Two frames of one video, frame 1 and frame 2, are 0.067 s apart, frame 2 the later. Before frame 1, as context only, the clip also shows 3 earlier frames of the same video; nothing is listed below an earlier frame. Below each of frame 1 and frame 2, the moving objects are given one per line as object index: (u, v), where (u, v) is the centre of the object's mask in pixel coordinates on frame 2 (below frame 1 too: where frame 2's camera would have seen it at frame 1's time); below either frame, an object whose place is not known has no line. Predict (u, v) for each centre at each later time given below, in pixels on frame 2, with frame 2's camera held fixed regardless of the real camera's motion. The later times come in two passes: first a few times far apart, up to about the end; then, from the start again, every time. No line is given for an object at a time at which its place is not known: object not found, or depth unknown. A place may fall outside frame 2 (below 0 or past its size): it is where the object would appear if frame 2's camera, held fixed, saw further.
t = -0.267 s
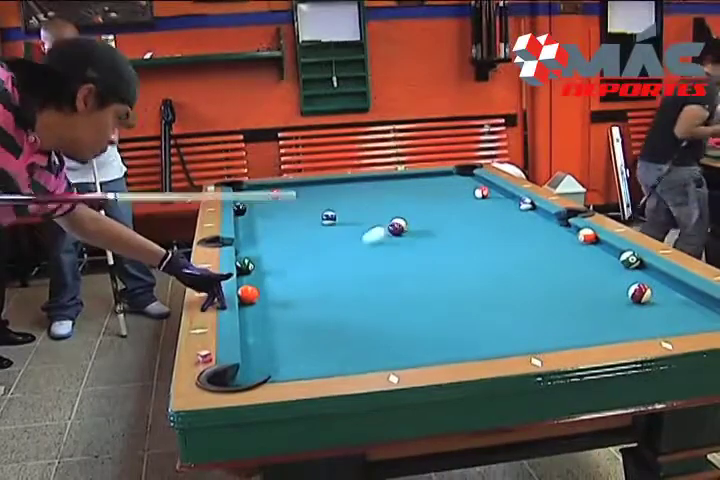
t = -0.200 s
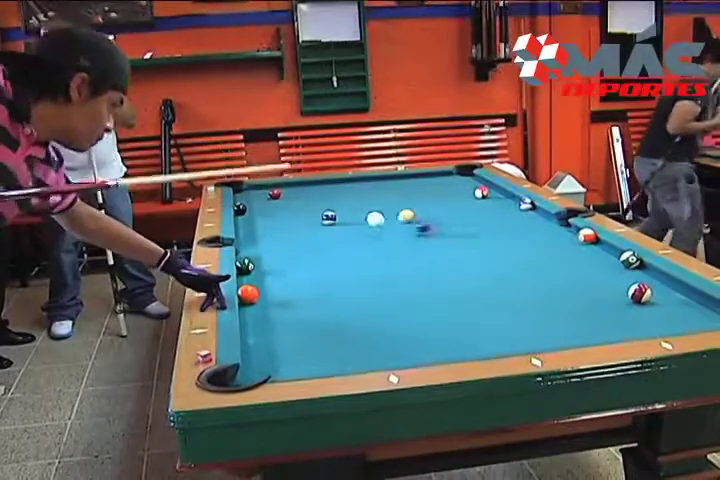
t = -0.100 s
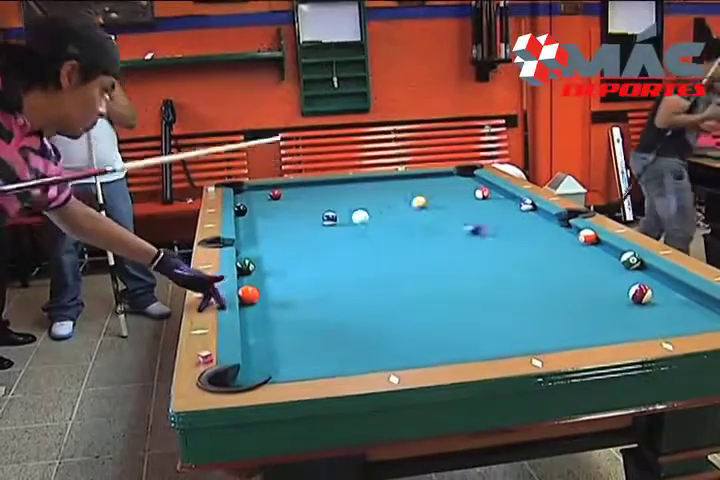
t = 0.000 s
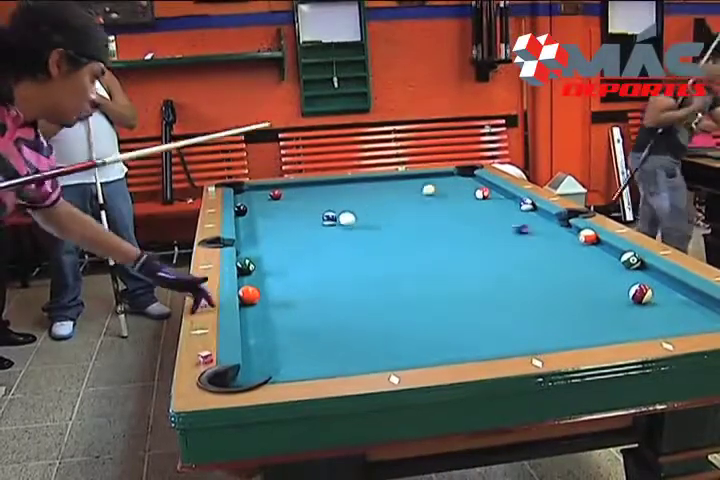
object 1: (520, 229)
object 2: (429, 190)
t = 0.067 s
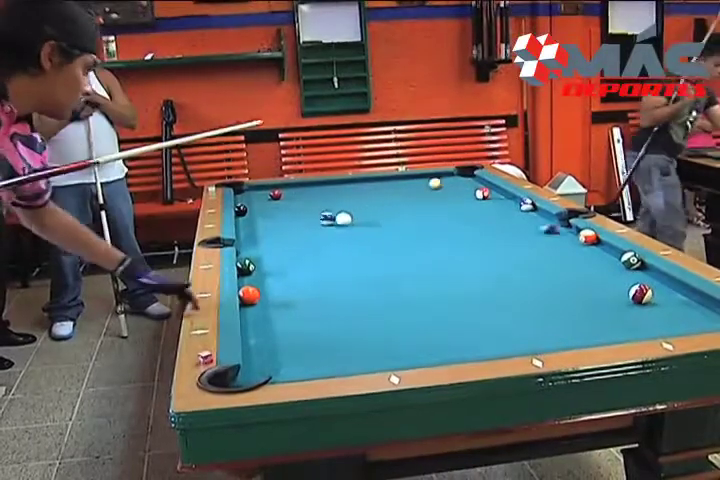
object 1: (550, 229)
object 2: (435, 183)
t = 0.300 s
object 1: (541, 233)
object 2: (461, 176)
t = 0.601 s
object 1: (501, 243)
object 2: (476, 183)
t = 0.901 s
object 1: (460, 253)
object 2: (467, 193)
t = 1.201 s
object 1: (418, 263)
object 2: (446, 198)
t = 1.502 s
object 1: (374, 273)
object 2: (425, 204)
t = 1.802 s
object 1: (330, 284)
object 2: (404, 209)
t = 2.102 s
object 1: (285, 294)
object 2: (384, 214)
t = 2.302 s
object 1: (258, 301)
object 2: (371, 217)
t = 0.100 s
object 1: (563, 227)
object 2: (437, 181)
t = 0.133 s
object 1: (568, 228)
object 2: (439, 178)
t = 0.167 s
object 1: (561, 228)
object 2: (441, 176)
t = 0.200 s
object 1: (555, 230)
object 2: (443, 173)
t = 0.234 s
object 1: (550, 231)
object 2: (448, 174)
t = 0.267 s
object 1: (545, 232)
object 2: (454, 175)
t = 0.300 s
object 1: (541, 233)
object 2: (461, 176)
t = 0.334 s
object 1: (537, 234)
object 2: (467, 176)
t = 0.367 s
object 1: (532, 235)
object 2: (473, 177)
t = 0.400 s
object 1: (527, 236)
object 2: (478, 178)
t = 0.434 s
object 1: (522, 237)
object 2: (477, 179)
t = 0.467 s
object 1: (518, 239)
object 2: (477, 180)
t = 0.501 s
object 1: (515, 239)
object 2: (477, 181)
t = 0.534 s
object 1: (510, 241)
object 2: (477, 182)
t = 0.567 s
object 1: (505, 241)
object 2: (476, 183)
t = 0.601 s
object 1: (501, 243)
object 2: (476, 183)
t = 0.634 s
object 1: (496, 244)
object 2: (476, 184)
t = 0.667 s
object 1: (492, 245)
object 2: (475, 186)
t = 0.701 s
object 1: (487, 246)
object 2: (475, 187)
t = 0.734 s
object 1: (483, 247)
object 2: (474, 187)
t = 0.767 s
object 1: (478, 248)
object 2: (473, 188)
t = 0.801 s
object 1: (474, 249)
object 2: (473, 190)
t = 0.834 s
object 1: (469, 250)
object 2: (471, 191)
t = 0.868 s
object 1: (465, 252)
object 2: (469, 192)
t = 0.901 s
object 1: (460, 253)
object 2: (467, 193)
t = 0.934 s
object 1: (455, 254)
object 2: (465, 193)
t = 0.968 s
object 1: (451, 256)
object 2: (463, 194)
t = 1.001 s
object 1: (446, 256)
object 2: (461, 195)
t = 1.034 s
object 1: (441, 257)
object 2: (458, 195)
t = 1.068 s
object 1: (436, 258)
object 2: (455, 196)
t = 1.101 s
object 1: (431, 260)
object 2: (454, 196)
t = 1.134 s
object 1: (427, 261)
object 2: (451, 197)
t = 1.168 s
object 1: (422, 262)
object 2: (448, 198)
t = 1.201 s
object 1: (418, 263)
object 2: (446, 198)
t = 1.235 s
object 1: (413, 264)
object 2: (444, 199)
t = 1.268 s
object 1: (408, 265)
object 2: (441, 199)
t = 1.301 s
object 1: (403, 267)
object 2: (439, 200)
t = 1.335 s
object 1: (398, 268)
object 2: (437, 201)
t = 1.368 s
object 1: (393, 269)
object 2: (435, 201)
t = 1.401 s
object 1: (388, 270)
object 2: (432, 202)
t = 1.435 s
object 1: (383, 271)
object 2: (430, 203)
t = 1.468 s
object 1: (379, 272)
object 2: (428, 203)
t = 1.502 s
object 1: (374, 273)
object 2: (425, 204)
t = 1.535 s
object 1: (369, 275)
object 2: (423, 204)
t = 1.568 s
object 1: (364, 276)
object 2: (421, 205)
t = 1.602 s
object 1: (359, 277)
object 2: (418, 205)
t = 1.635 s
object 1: (354, 278)
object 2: (416, 206)
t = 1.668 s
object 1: (350, 279)
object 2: (414, 206)
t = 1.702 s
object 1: (345, 280)
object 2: (411, 207)
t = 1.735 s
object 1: (340, 281)
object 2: (409, 207)
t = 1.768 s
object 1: (335, 283)
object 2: (407, 208)
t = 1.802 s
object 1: (330, 284)
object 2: (404, 209)
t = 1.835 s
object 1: (325, 285)
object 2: (402, 209)
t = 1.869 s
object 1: (320, 286)
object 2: (400, 209)
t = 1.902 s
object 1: (315, 287)
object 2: (397, 210)
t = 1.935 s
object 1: (310, 288)
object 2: (395, 211)
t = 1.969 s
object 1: (305, 290)
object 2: (393, 212)
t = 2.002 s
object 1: (300, 291)
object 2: (391, 212)
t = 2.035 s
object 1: (295, 292)
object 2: (389, 213)
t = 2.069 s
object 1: (290, 293)
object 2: (387, 213)
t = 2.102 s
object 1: (285, 294)
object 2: (384, 214)
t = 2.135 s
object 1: (280, 296)
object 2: (382, 214)
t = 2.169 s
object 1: (275, 297)
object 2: (380, 215)
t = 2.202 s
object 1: (271, 298)
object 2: (377, 215)
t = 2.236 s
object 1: (267, 299)
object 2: (375, 217)
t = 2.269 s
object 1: (263, 300)
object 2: (374, 217)
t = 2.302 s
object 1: (258, 301)
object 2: (371, 217)
